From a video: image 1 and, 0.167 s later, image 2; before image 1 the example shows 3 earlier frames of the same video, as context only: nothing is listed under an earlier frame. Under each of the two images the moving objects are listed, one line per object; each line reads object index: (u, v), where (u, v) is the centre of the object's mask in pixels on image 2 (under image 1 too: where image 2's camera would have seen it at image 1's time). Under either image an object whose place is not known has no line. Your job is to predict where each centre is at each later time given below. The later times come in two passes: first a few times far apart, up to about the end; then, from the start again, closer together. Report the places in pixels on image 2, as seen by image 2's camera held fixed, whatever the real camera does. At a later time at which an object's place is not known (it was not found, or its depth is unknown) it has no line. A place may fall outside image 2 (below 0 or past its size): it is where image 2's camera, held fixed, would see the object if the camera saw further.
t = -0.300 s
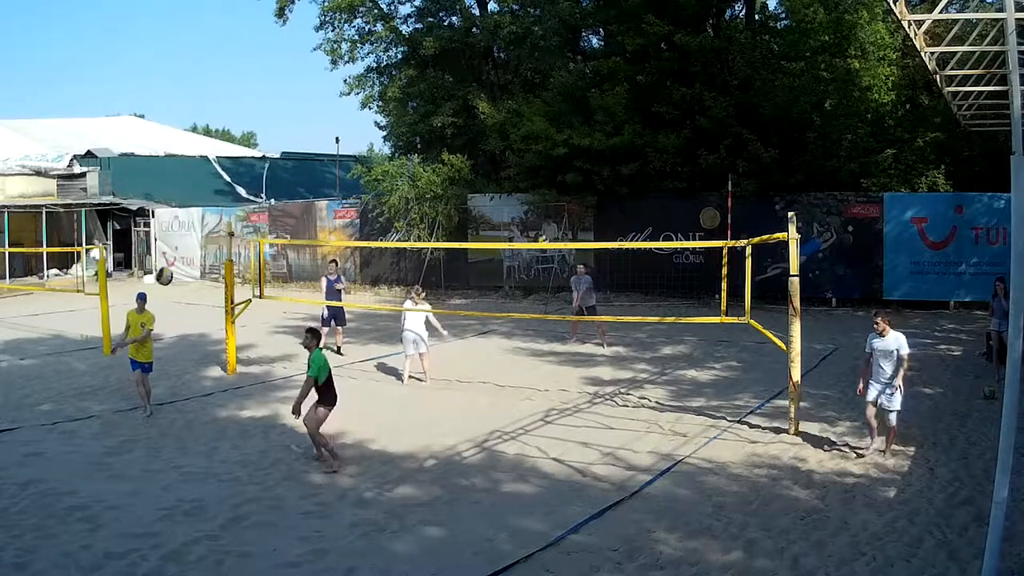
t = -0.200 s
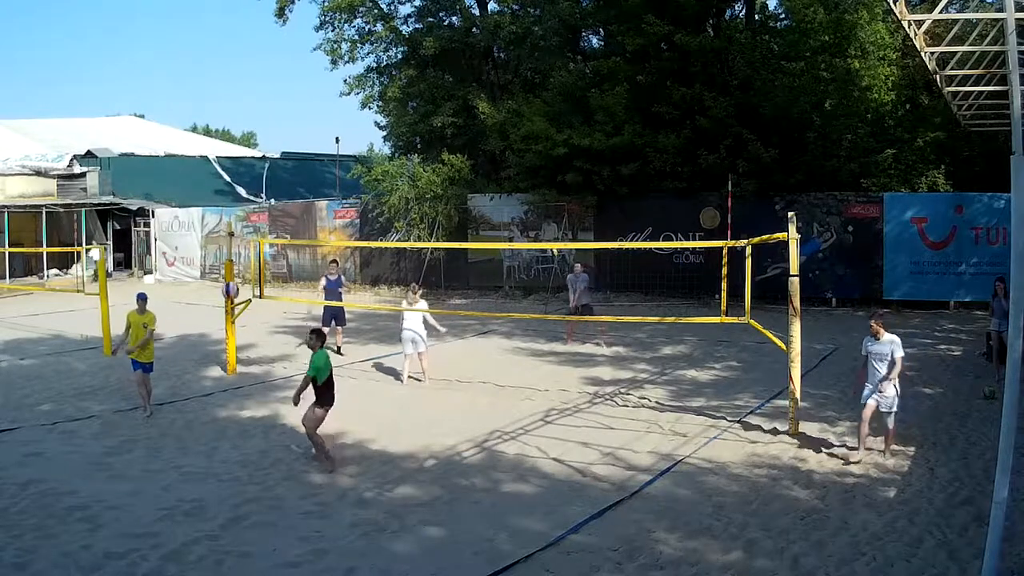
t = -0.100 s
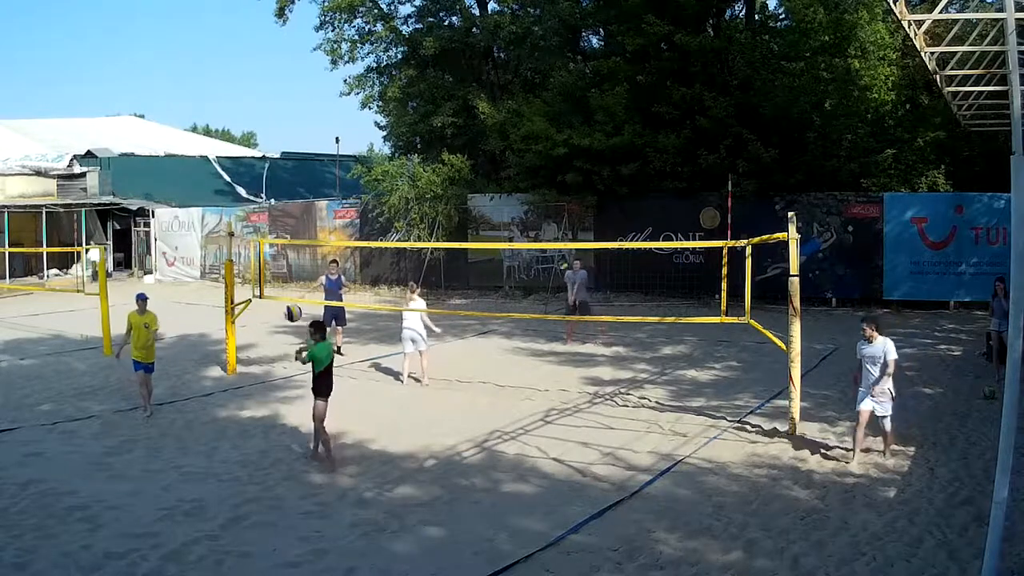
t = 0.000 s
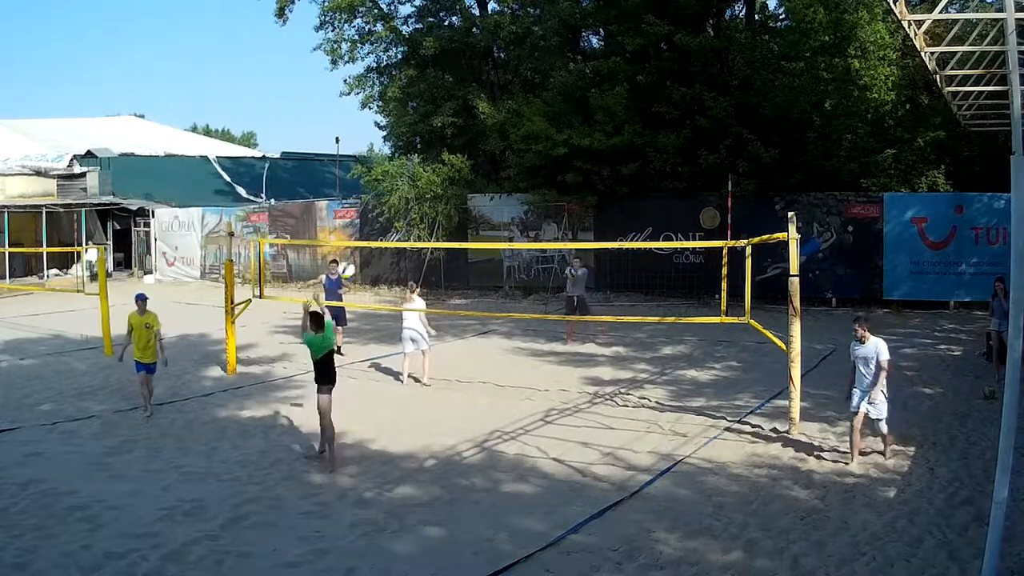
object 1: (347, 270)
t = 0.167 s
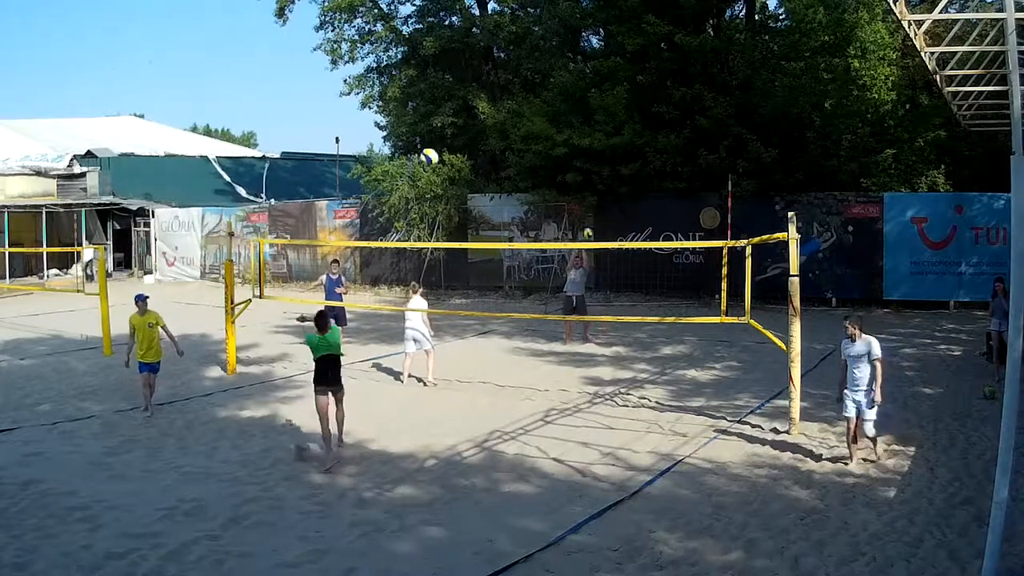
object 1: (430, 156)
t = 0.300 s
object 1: (493, 91)
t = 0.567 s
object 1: (607, 21)
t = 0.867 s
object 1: (717, 20)
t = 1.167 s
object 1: (807, 79)
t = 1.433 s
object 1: (871, 175)
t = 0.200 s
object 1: (445, 138)
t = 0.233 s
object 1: (461, 121)
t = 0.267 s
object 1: (477, 105)
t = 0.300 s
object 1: (493, 91)
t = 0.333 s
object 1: (508, 78)
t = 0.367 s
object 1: (523, 66)
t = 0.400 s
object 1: (538, 55)
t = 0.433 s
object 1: (553, 46)
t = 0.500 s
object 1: (581, 32)
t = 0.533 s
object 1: (595, 26)
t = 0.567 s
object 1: (607, 21)
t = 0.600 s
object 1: (621, 17)
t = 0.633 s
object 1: (634, 14)
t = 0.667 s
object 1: (647, 12)
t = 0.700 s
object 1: (658, 11)
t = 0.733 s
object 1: (671, 11)
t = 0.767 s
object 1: (682, 12)
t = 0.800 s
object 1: (695, 13)
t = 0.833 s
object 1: (706, 15)
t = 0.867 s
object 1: (717, 20)
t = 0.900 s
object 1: (727, 22)
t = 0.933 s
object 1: (738, 26)
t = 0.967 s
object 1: (749, 32)
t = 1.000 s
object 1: (760, 39)
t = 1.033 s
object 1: (769, 45)
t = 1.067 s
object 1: (779, 53)
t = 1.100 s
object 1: (788, 61)
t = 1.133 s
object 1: (798, 70)
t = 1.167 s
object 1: (807, 79)
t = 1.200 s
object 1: (816, 90)
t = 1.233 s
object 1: (825, 100)
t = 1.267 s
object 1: (833, 111)
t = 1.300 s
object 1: (841, 123)
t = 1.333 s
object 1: (849, 136)
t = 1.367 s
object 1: (857, 149)
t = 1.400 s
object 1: (865, 162)
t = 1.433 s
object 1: (871, 175)
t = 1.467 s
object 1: (878, 191)
